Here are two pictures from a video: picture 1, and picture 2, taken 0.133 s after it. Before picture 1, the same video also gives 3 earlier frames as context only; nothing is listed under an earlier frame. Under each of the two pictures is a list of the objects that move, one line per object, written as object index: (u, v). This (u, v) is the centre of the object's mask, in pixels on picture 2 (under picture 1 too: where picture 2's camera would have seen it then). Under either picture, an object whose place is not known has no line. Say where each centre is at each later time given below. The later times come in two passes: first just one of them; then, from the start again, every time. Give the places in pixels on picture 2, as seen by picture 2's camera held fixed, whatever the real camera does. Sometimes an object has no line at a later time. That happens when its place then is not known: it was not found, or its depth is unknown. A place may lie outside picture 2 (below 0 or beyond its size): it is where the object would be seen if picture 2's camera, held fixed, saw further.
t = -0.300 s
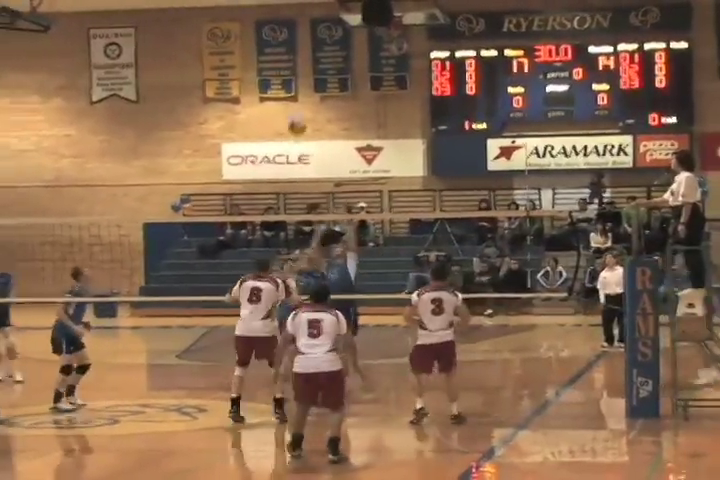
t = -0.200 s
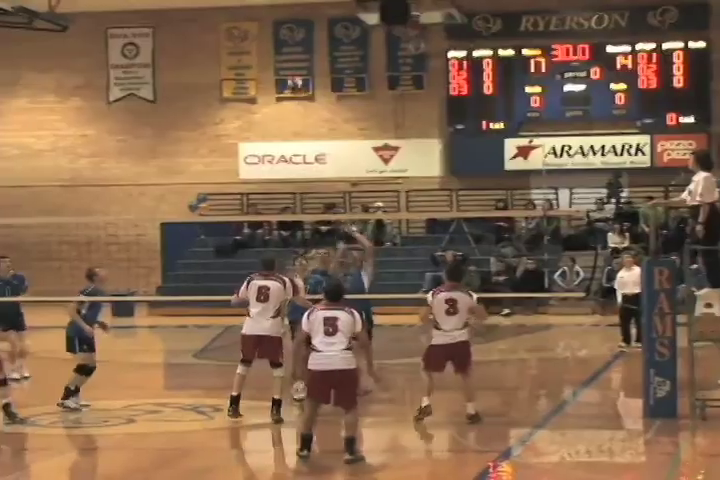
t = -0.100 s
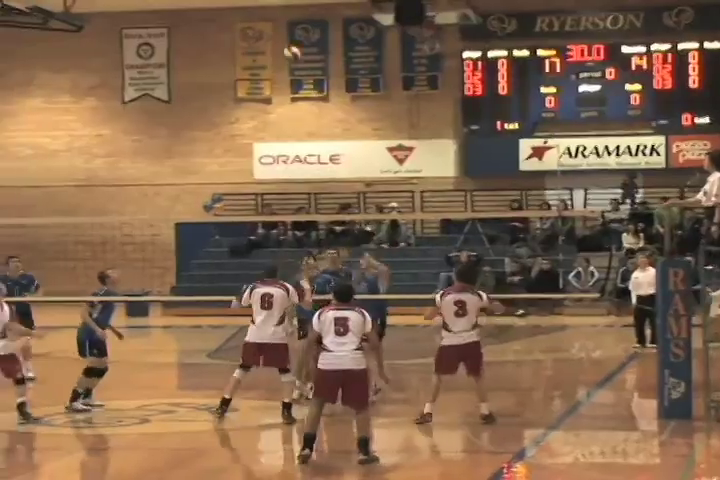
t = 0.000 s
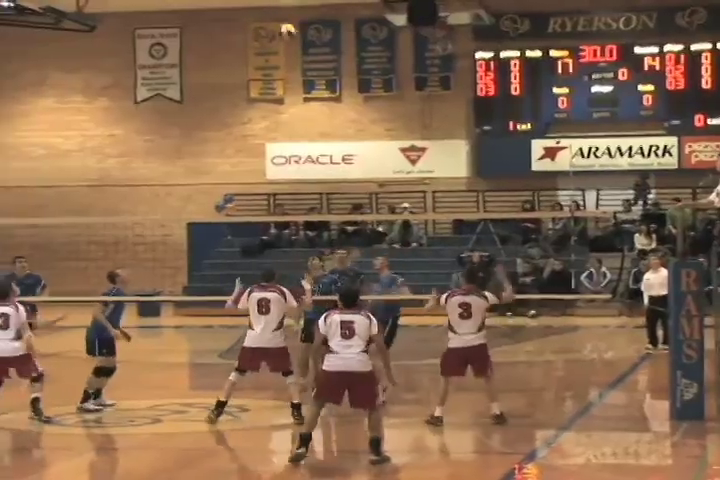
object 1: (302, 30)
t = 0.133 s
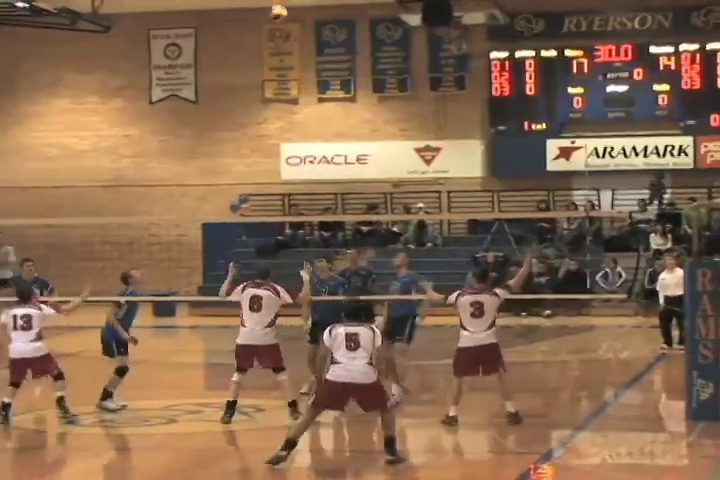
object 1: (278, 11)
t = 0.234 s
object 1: (261, 6)
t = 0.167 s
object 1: (272, 9)
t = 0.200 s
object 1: (267, 8)
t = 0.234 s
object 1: (261, 6)
